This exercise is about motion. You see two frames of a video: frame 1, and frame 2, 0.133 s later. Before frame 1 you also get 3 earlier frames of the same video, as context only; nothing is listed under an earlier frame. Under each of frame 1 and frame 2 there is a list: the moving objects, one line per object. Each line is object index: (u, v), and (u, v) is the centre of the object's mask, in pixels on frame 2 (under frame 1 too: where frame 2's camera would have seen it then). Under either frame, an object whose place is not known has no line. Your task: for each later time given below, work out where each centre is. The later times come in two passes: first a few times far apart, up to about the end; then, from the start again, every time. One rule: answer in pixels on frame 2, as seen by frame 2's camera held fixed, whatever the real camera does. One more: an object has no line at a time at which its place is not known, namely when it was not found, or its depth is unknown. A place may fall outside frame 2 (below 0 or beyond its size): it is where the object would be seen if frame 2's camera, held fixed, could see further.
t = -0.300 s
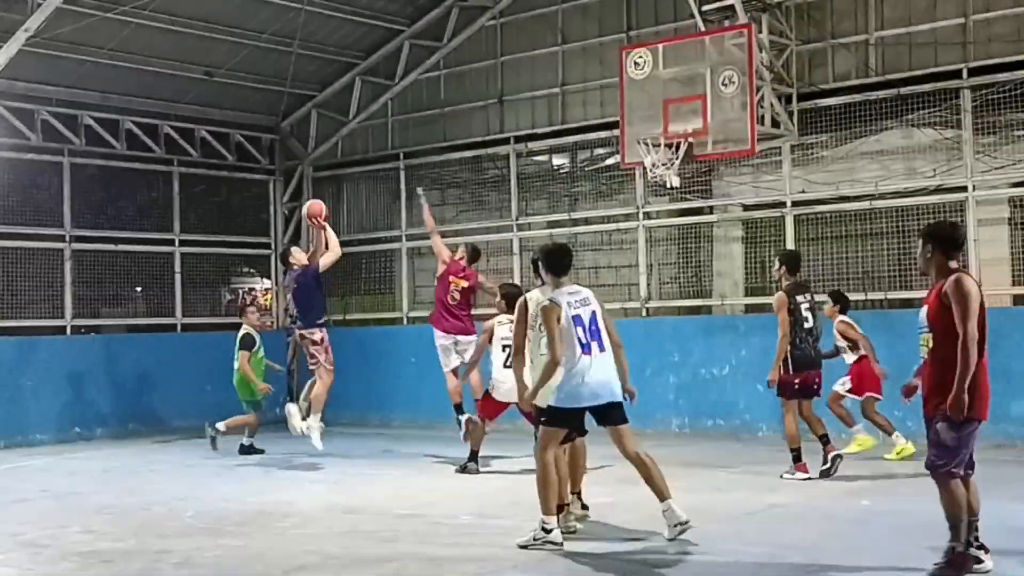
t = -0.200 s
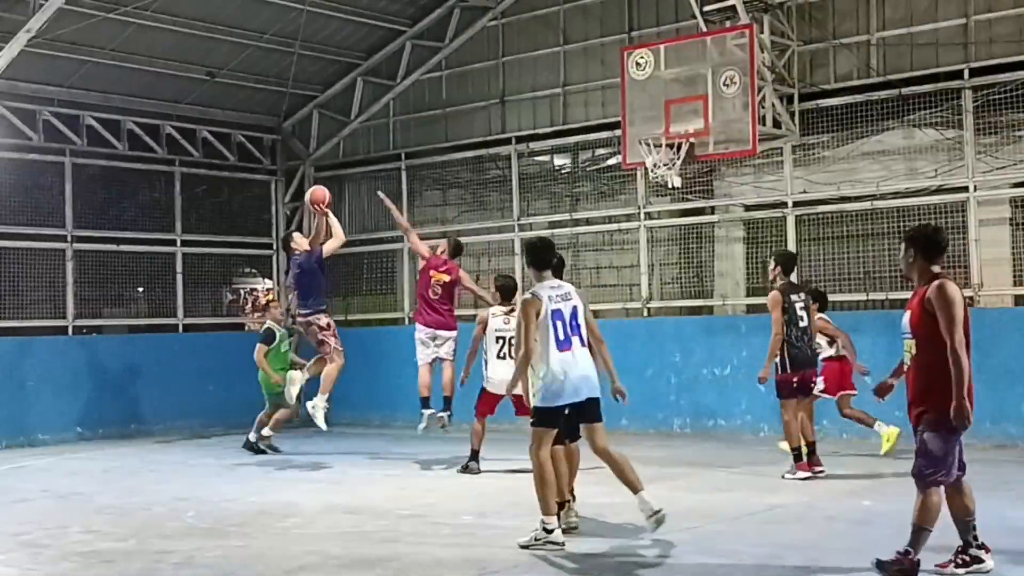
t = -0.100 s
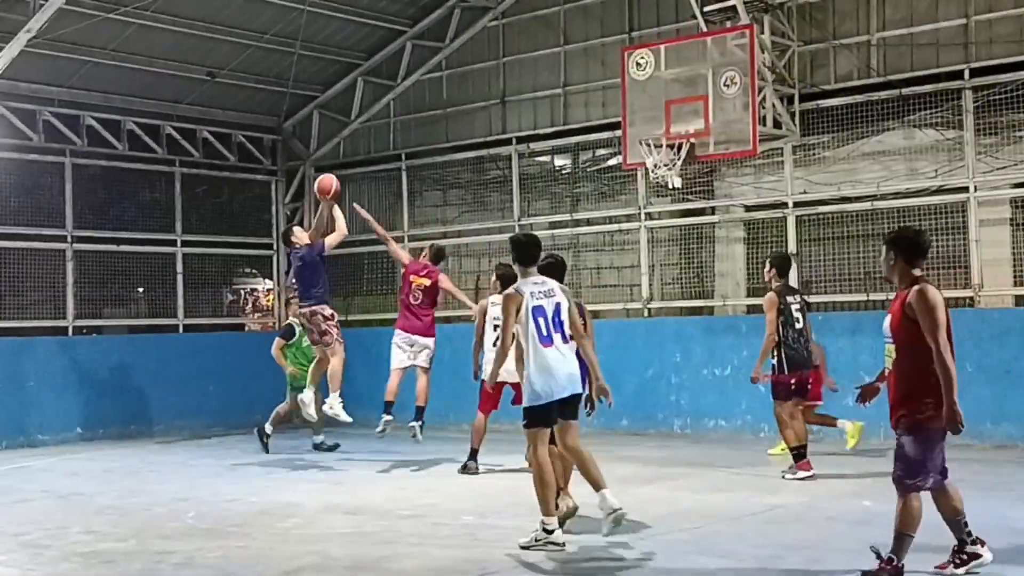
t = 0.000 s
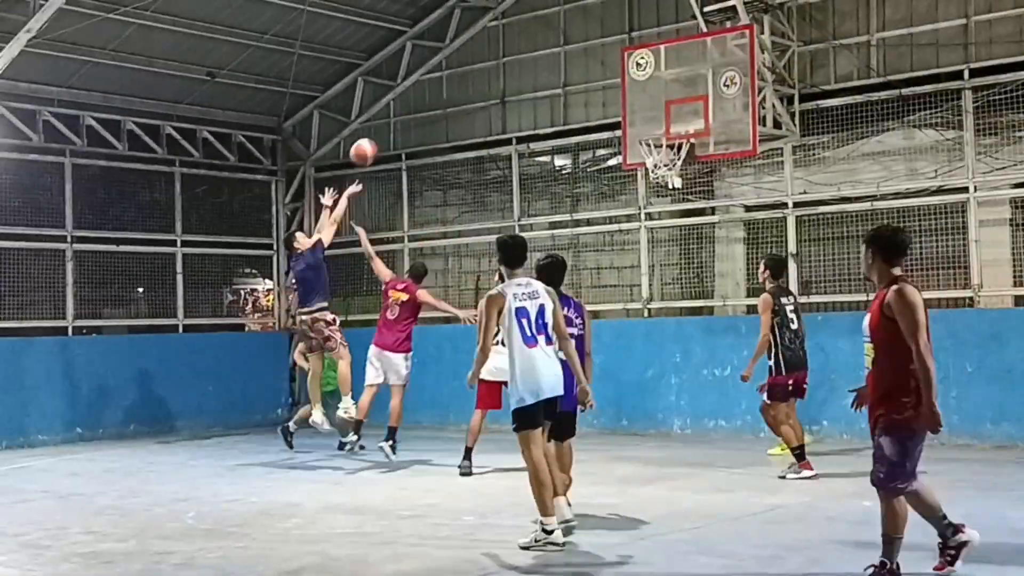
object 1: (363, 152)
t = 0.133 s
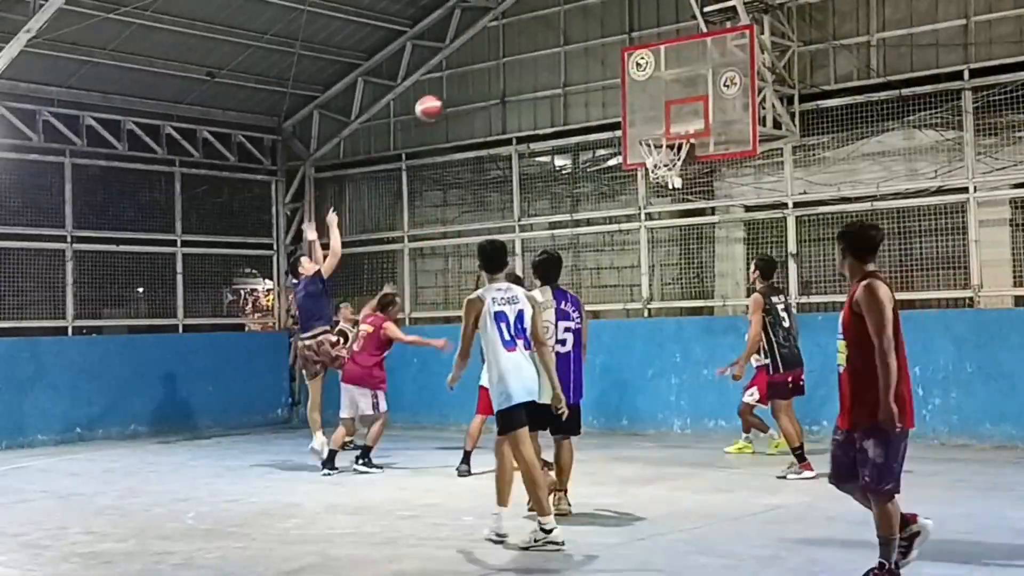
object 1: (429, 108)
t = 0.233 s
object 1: (476, 89)
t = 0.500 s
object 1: (604, 85)
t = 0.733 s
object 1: (703, 122)
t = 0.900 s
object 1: (729, 111)
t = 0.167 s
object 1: (445, 100)
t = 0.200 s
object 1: (460, 94)
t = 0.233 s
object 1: (476, 89)
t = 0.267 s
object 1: (492, 84)
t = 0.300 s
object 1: (508, 81)
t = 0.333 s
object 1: (523, 78)
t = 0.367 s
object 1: (540, 77)
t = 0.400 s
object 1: (555, 78)
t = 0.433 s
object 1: (570, 79)
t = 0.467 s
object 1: (586, 81)
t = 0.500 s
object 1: (604, 85)
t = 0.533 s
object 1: (619, 90)
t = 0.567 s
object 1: (634, 96)
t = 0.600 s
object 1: (650, 103)
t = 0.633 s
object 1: (665, 112)
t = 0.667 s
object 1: (680, 120)
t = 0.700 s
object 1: (694, 124)
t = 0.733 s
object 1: (703, 122)
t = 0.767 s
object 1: (712, 118)
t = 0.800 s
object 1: (722, 117)
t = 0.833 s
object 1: (727, 115)
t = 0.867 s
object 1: (727, 112)
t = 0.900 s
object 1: (729, 111)
